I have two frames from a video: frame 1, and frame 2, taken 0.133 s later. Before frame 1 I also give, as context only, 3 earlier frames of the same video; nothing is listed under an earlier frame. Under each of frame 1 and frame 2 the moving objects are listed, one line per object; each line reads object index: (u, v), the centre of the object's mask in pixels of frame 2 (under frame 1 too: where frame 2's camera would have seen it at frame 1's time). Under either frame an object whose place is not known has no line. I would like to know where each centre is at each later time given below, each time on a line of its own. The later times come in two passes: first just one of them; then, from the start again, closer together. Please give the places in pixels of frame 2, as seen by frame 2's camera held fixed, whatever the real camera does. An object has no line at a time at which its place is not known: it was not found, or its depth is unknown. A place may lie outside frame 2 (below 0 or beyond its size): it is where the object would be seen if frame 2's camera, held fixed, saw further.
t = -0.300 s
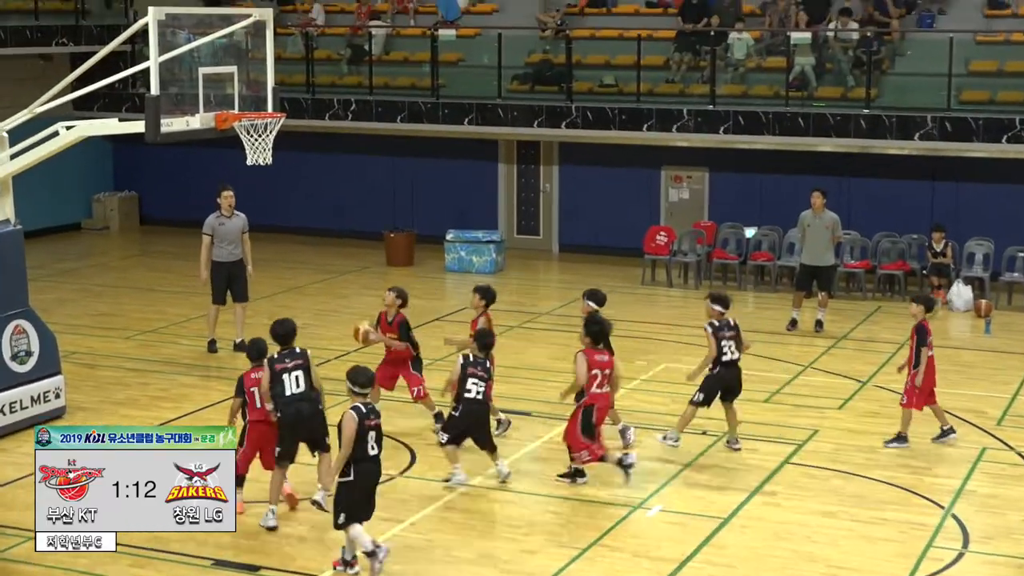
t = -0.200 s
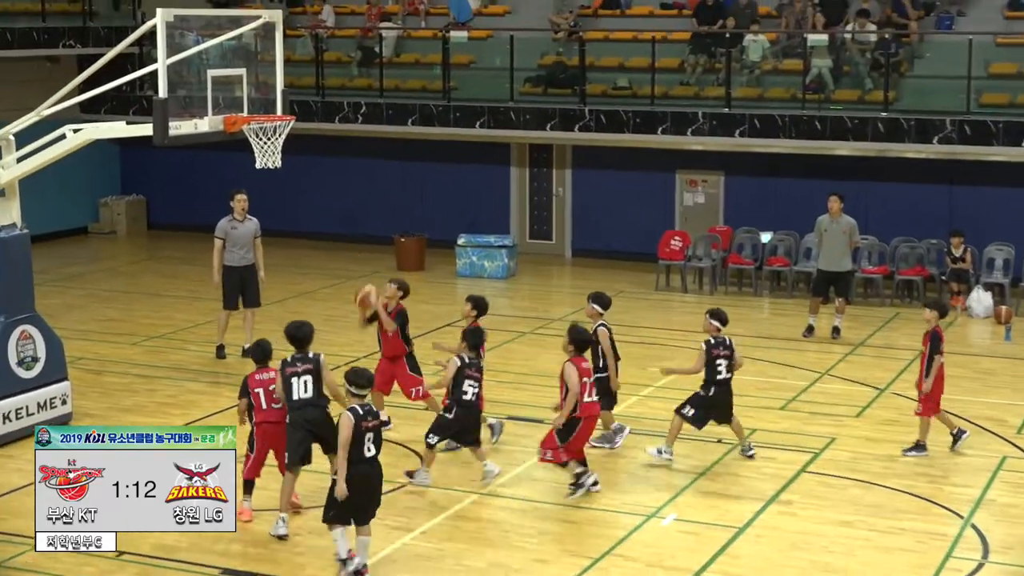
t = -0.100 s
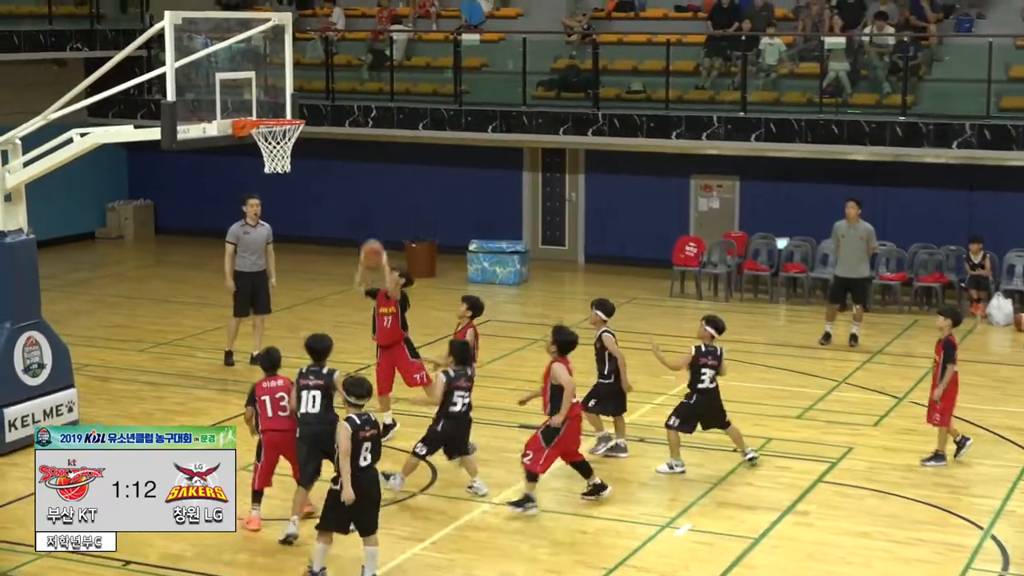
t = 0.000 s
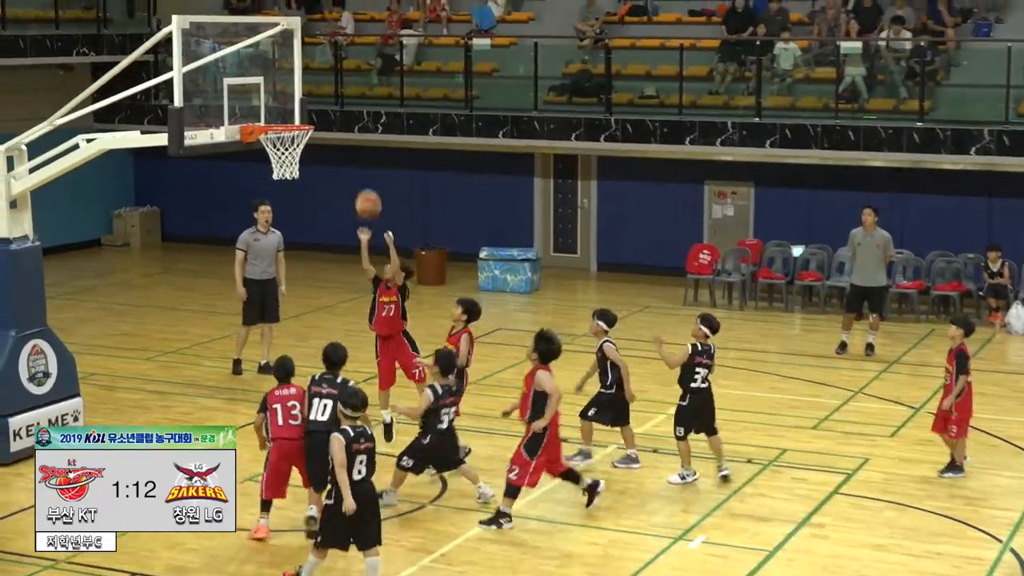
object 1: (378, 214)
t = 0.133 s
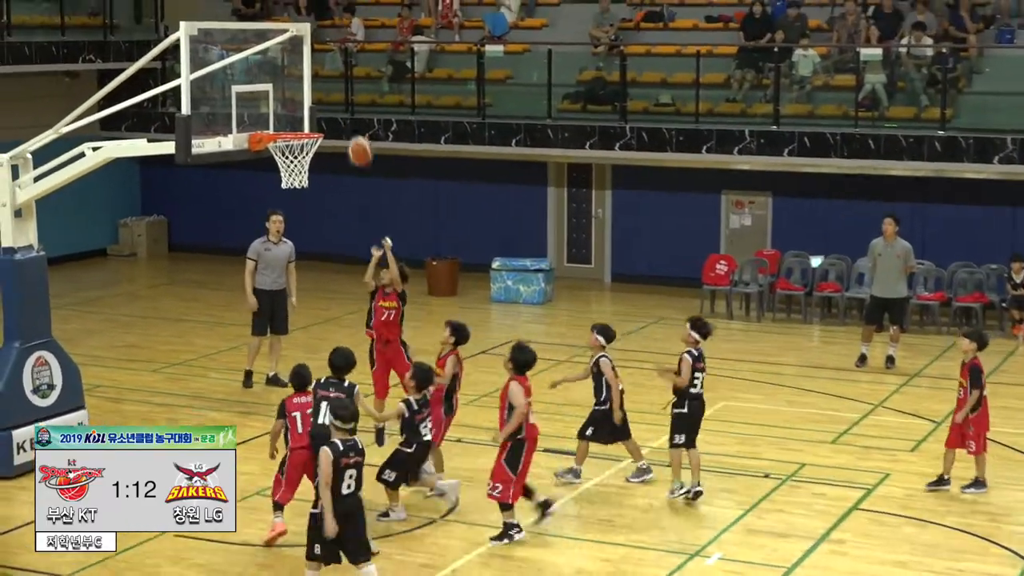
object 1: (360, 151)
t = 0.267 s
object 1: (342, 106)
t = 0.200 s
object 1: (351, 126)
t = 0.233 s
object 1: (346, 115)
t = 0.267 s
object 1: (342, 106)
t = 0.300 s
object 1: (337, 97)
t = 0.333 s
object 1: (332, 91)
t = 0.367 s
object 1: (327, 84)
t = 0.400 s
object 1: (324, 81)
